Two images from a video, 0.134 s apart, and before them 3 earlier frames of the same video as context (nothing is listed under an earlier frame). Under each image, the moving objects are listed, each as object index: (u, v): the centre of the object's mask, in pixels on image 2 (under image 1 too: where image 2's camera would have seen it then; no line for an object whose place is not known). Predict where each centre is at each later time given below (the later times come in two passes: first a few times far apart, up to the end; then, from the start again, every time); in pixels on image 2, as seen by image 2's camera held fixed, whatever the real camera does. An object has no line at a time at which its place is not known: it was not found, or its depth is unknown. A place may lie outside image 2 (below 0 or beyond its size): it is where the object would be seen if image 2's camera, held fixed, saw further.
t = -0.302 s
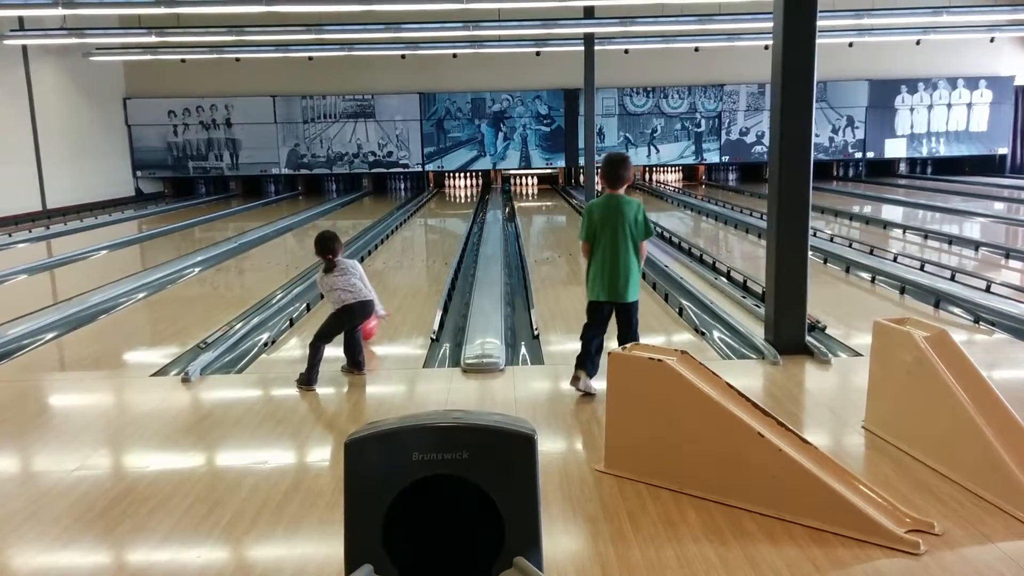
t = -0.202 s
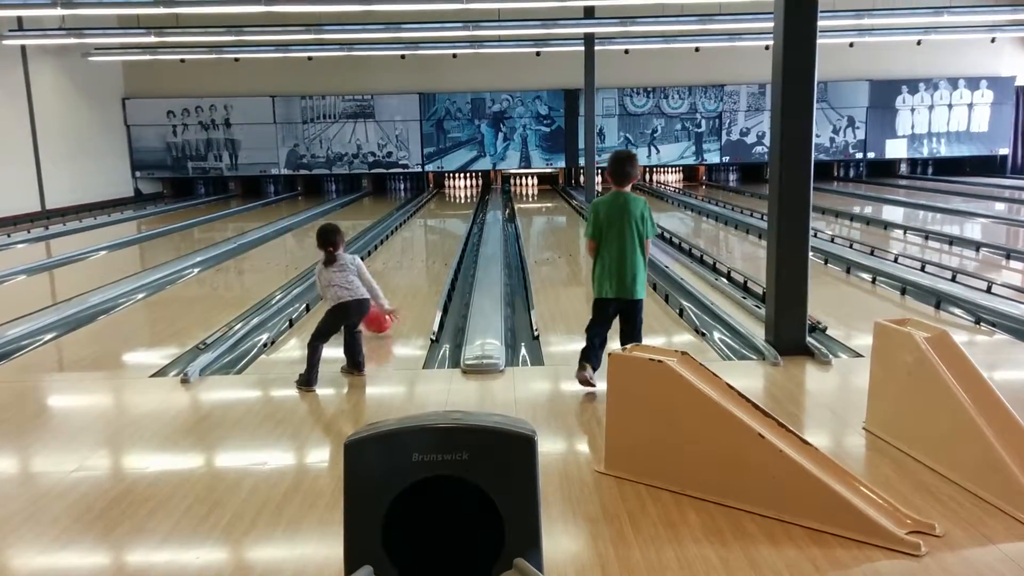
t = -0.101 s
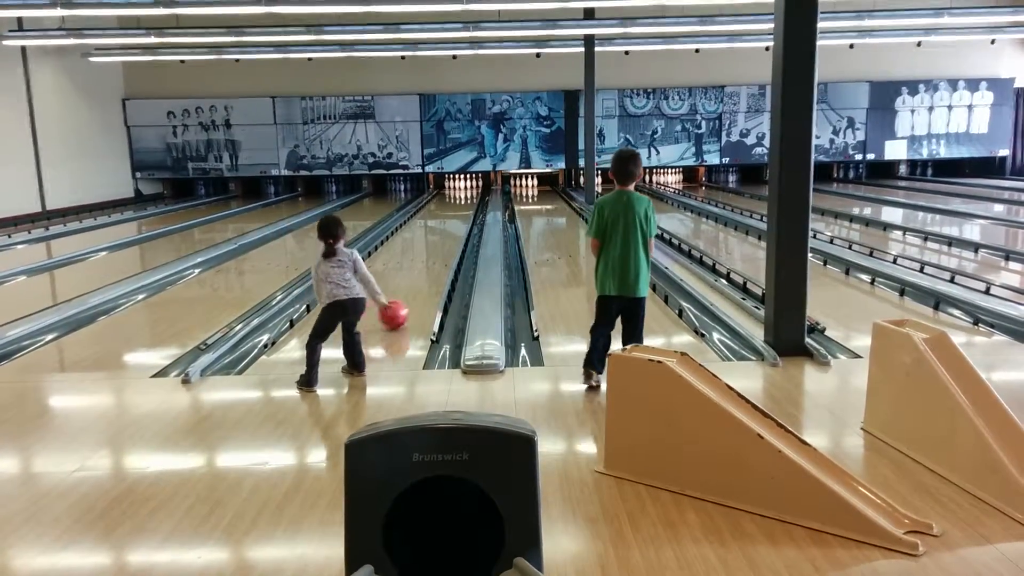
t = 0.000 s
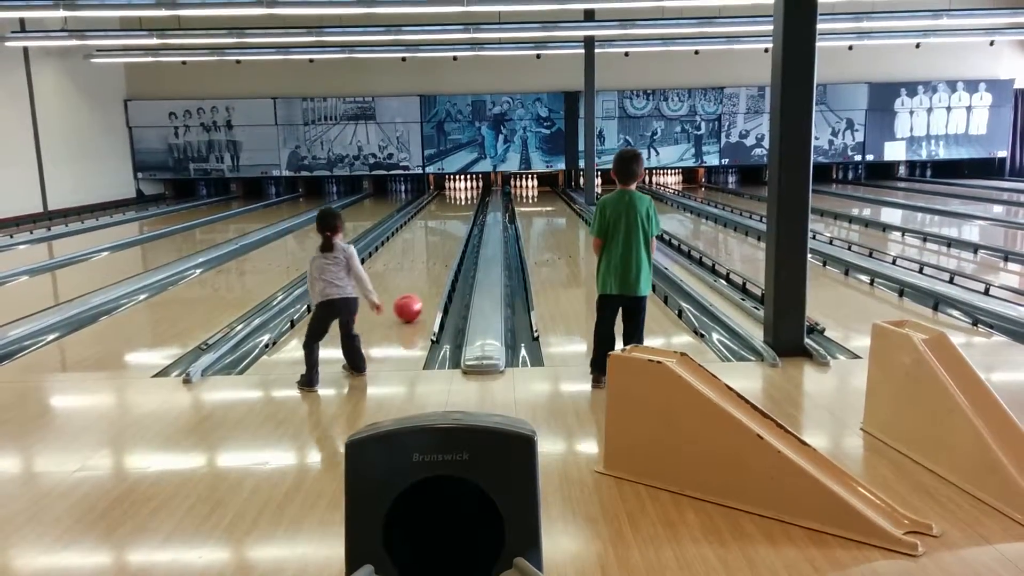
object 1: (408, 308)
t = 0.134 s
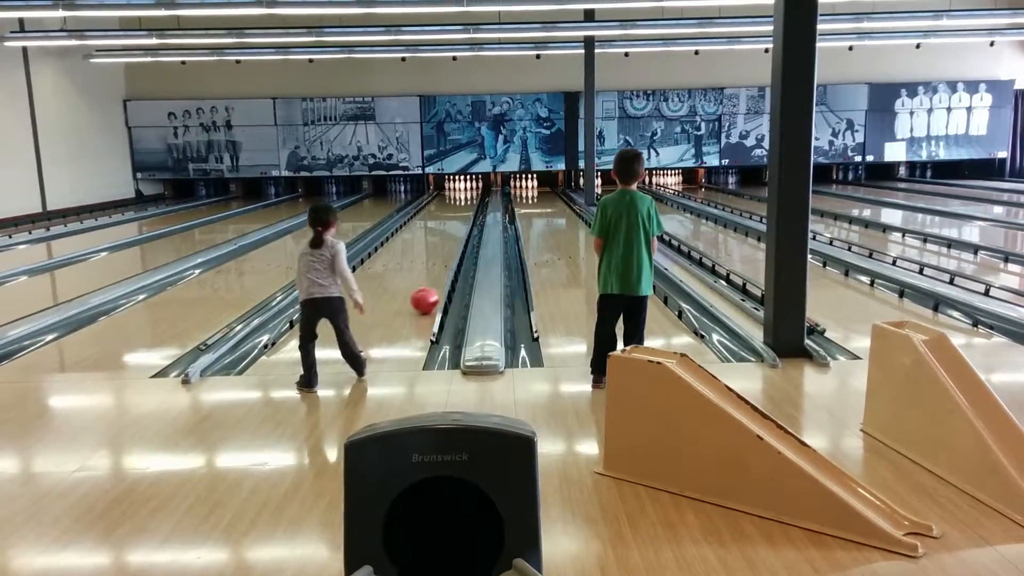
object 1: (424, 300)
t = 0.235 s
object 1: (430, 295)
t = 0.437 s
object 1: (421, 286)
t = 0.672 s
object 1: (411, 277)
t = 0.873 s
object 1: (404, 271)
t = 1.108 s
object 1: (396, 264)
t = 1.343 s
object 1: (390, 258)
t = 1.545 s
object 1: (385, 253)
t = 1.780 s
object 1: (381, 248)
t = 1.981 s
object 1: (385, 244)
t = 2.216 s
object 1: (394, 240)
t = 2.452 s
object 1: (401, 236)
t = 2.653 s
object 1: (406, 234)
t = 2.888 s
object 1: (411, 231)
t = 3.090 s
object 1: (416, 229)
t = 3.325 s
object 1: (421, 226)
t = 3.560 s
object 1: (426, 224)
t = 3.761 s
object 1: (430, 222)
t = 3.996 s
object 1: (434, 219)
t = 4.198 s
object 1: (437, 218)
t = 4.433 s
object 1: (442, 216)
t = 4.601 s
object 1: (444, 214)
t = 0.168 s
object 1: (428, 298)
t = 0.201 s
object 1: (431, 296)
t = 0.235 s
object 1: (430, 295)
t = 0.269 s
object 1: (428, 293)
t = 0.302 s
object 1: (427, 292)
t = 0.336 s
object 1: (425, 291)
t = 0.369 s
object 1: (423, 289)
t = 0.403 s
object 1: (422, 287)
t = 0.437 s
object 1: (421, 286)
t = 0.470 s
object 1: (419, 285)
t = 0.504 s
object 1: (418, 284)
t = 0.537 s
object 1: (416, 282)
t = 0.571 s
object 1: (415, 281)
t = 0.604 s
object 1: (413, 280)
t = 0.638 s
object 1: (412, 279)
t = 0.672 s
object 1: (411, 277)
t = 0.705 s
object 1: (409, 276)
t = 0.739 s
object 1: (408, 275)
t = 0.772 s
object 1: (407, 274)
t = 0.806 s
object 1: (406, 273)
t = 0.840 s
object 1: (405, 272)
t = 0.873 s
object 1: (404, 271)
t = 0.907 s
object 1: (403, 270)
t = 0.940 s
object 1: (402, 269)
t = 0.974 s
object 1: (401, 268)
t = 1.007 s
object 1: (400, 267)
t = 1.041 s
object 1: (398, 266)
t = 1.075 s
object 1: (397, 265)
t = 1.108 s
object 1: (396, 264)
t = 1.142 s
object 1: (395, 263)
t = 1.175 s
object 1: (394, 262)
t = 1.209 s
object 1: (394, 261)
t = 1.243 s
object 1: (393, 260)
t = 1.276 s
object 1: (392, 259)
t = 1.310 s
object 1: (391, 258)
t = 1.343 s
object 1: (390, 258)
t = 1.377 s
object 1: (389, 257)
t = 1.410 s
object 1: (389, 256)
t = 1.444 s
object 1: (388, 255)
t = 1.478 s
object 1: (386, 255)
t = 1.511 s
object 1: (386, 254)
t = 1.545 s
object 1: (385, 253)
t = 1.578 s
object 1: (384, 252)
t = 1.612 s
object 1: (383, 251)
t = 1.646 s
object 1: (383, 250)
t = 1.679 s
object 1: (383, 250)
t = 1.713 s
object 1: (383, 249)
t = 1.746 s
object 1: (382, 249)
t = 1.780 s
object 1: (381, 248)
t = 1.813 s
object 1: (380, 247)
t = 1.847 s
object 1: (380, 247)
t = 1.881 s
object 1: (381, 246)
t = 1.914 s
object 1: (382, 245)
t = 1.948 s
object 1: (384, 245)
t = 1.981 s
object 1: (385, 244)
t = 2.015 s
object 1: (386, 243)
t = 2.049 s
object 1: (388, 243)
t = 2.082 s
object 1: (389, 242)
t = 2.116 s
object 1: (390, 242)
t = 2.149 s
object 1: (392, 241)
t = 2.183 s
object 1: (393, 240)
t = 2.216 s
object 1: (394, 240)
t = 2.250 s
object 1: (394, 239)
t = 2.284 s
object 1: (397, 238)
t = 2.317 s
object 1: (398, 238)
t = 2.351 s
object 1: (398, 238)
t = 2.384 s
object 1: (400, 237)
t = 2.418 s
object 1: (401, 237)
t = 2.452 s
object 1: (401, 236)
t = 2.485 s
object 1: (402, 236)
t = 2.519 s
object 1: (403, 236)
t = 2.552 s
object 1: (404, 235)
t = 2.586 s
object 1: (404, 235)
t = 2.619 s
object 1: (405, 234)
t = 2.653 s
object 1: (406, 234)
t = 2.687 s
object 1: (407, 234)
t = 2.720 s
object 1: (408, 233)
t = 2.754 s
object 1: (409, 233)
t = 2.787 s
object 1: (409, 233)
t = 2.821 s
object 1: (410, 232)
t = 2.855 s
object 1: (411, 231)
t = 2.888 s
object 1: (411, 231)
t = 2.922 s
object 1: (413, 230)
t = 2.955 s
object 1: (413, 230)
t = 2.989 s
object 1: (414, 230)
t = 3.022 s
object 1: (414, 230)
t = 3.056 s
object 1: (415, 229)
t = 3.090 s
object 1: (416, 229)
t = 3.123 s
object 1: (417, 229)
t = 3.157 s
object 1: (418, 228)
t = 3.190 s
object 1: (419, 228)
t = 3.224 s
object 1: (419, 227)
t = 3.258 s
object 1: (420, 227)
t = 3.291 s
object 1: (421, 227)
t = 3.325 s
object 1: (421, 226)
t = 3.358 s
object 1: (422, 226)
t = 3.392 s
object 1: (423, 226)
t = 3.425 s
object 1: (423, 226)
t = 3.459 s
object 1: (424, 225)
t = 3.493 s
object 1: (424, 225)
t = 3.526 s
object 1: (425, 224)
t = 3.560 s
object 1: (426, 224)
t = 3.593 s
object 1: (426, 224)
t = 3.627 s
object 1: (427, 223)
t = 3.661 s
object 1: (428, 223)
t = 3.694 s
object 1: (428, 222)
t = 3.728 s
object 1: (429, 222)
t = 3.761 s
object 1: (430, 222)
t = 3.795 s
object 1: (431, 222)
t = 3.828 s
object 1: (431, 221)
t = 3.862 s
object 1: (431, 221)
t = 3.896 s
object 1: (432, 220)
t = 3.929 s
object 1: (433, 220)
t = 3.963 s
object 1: (434, 220)
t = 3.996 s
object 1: (434, 219)
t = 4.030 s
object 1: (435, 219)
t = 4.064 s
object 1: (435, 219)
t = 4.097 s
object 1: (436, 218)
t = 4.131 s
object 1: (436, 218)
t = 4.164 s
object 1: (437, 218)
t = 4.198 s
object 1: (437, 218)
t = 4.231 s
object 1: (438, 217)
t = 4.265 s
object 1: (439, 217)
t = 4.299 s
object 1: (439, 217)
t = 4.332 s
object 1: (440, 216)
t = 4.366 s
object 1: (441, 216)
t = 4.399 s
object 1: (441, 216)
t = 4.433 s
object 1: (442, 216)
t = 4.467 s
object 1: (442, 215)
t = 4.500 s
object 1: (443, 215)
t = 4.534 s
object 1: (444, 215)
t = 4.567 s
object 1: (444, 214)
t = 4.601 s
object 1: (444, 214)
